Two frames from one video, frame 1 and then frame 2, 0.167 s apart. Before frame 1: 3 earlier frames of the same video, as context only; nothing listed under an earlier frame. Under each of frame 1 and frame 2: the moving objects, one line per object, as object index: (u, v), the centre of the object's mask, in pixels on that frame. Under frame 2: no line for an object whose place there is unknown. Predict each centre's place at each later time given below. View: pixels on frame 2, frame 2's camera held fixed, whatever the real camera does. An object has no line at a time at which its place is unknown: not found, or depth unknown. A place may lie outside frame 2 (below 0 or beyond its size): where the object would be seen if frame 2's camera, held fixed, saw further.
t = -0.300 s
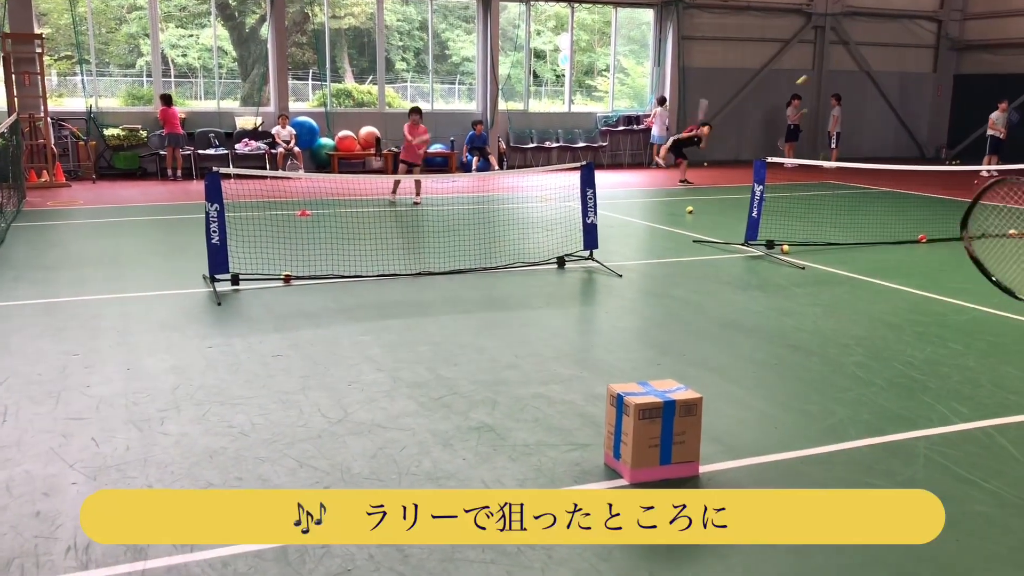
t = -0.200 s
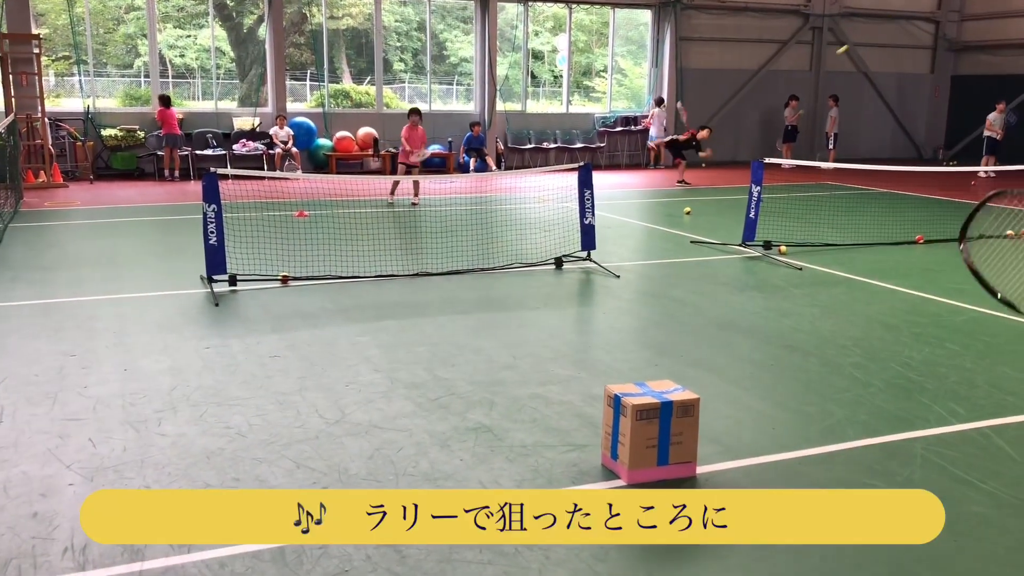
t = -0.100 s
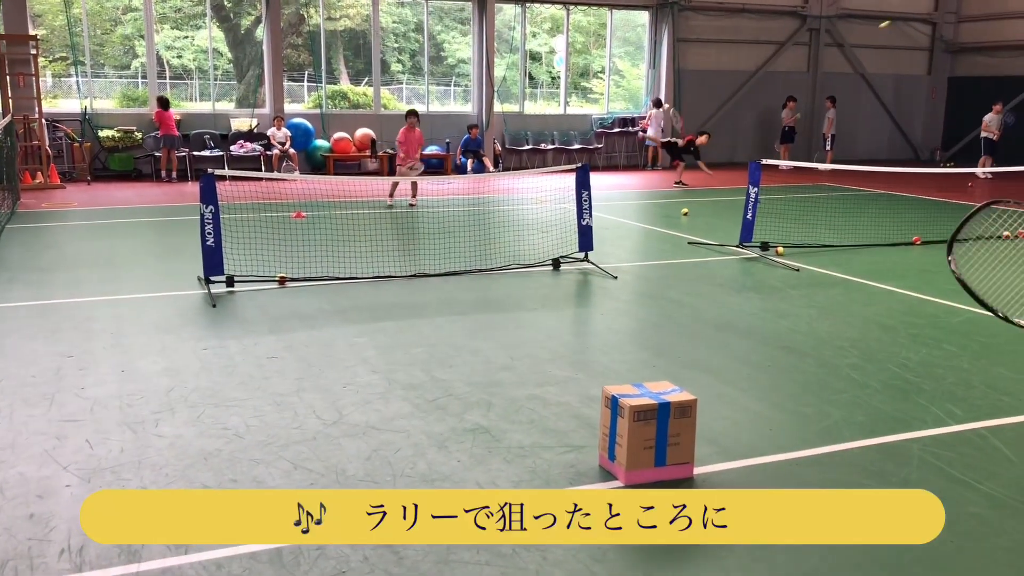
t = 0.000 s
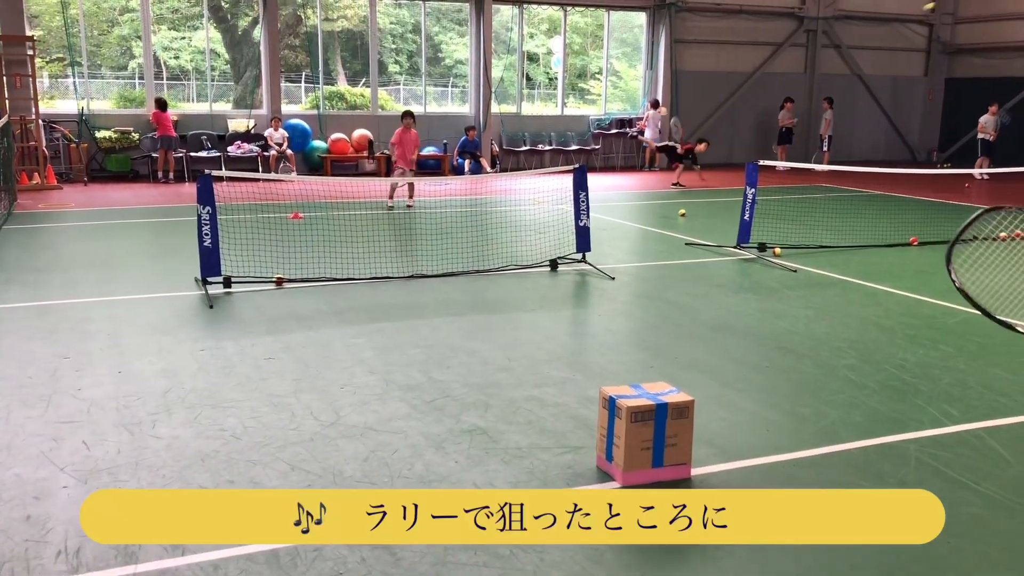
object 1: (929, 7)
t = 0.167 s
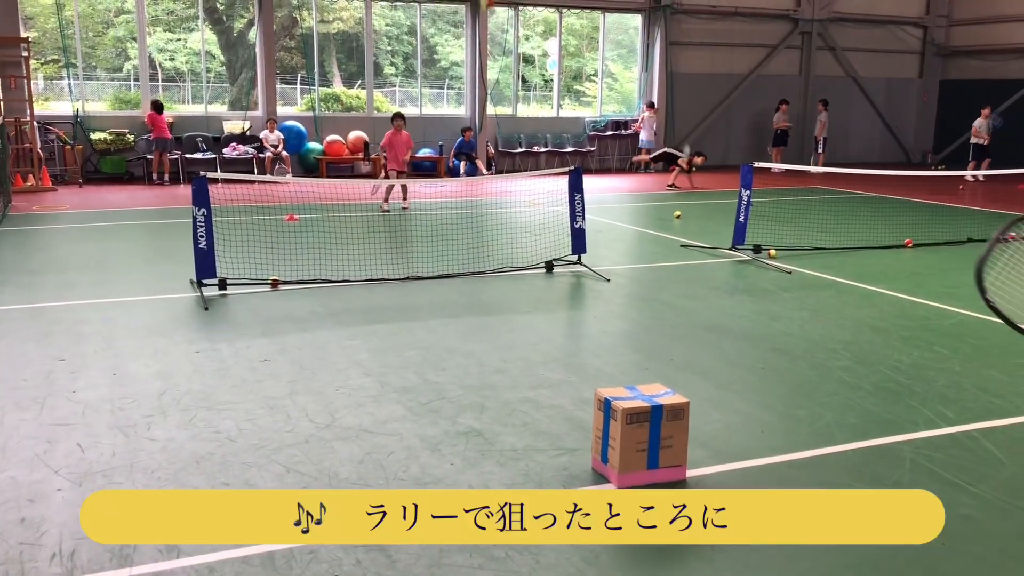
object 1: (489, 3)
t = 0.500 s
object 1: (614, 343)
